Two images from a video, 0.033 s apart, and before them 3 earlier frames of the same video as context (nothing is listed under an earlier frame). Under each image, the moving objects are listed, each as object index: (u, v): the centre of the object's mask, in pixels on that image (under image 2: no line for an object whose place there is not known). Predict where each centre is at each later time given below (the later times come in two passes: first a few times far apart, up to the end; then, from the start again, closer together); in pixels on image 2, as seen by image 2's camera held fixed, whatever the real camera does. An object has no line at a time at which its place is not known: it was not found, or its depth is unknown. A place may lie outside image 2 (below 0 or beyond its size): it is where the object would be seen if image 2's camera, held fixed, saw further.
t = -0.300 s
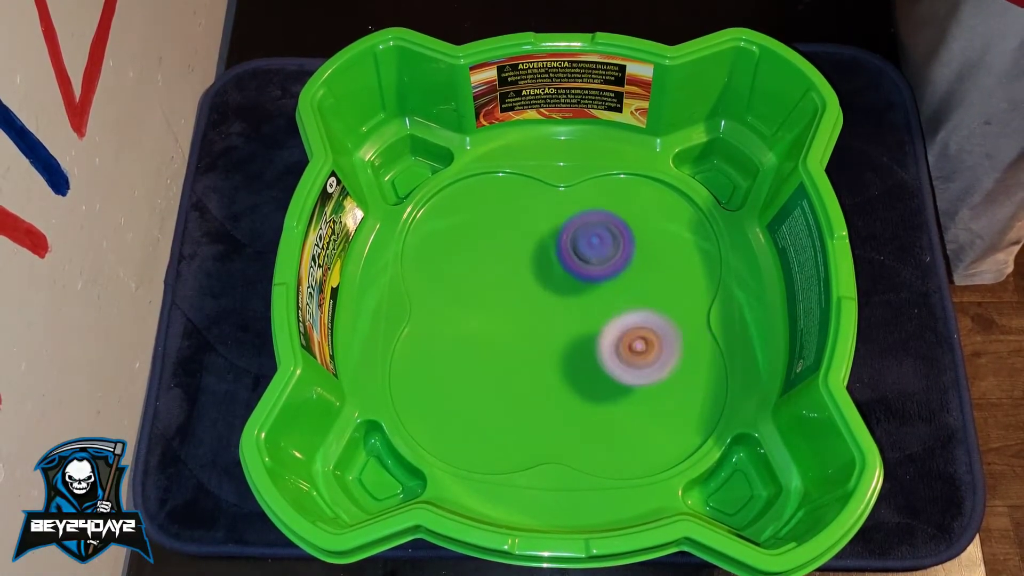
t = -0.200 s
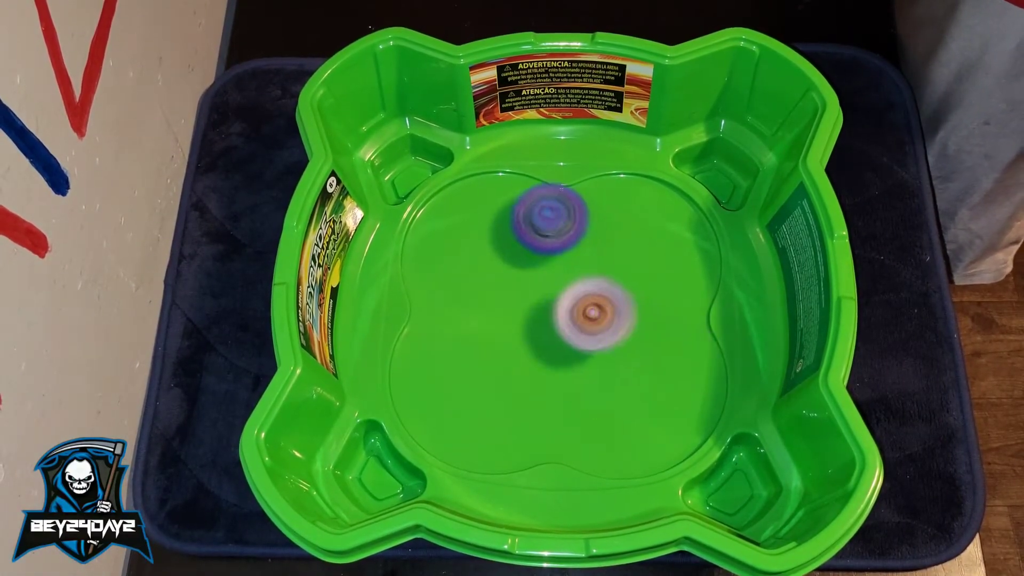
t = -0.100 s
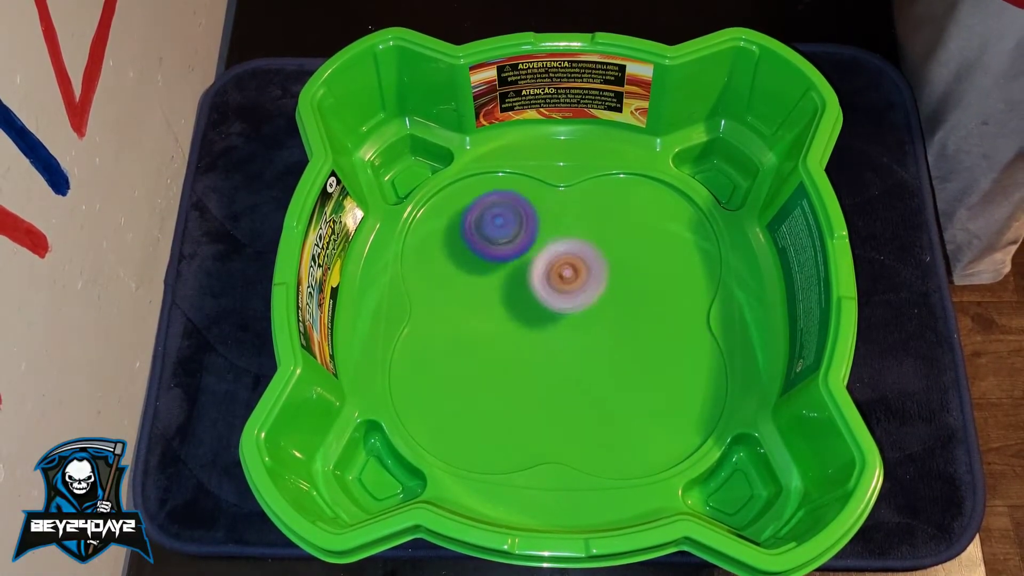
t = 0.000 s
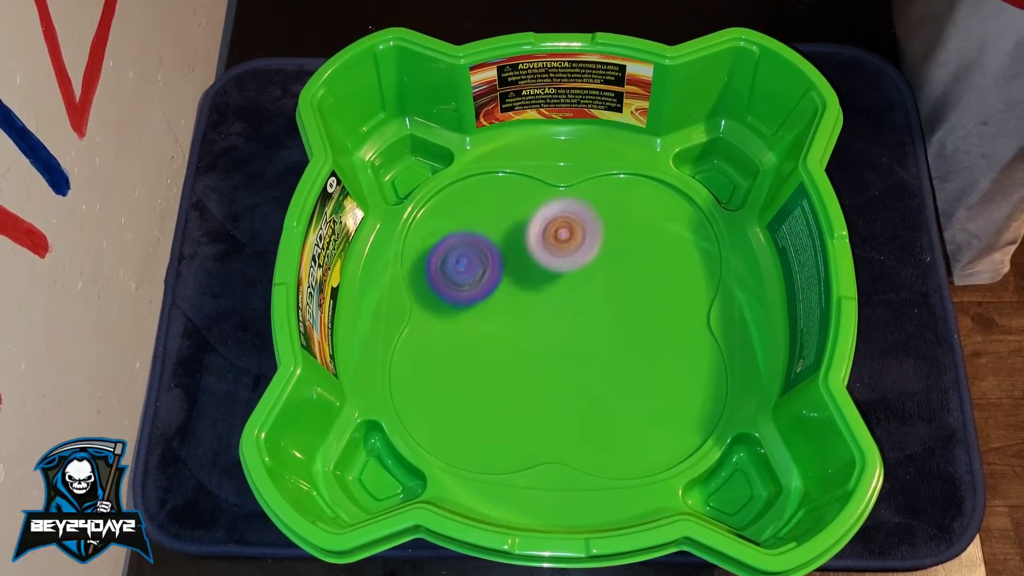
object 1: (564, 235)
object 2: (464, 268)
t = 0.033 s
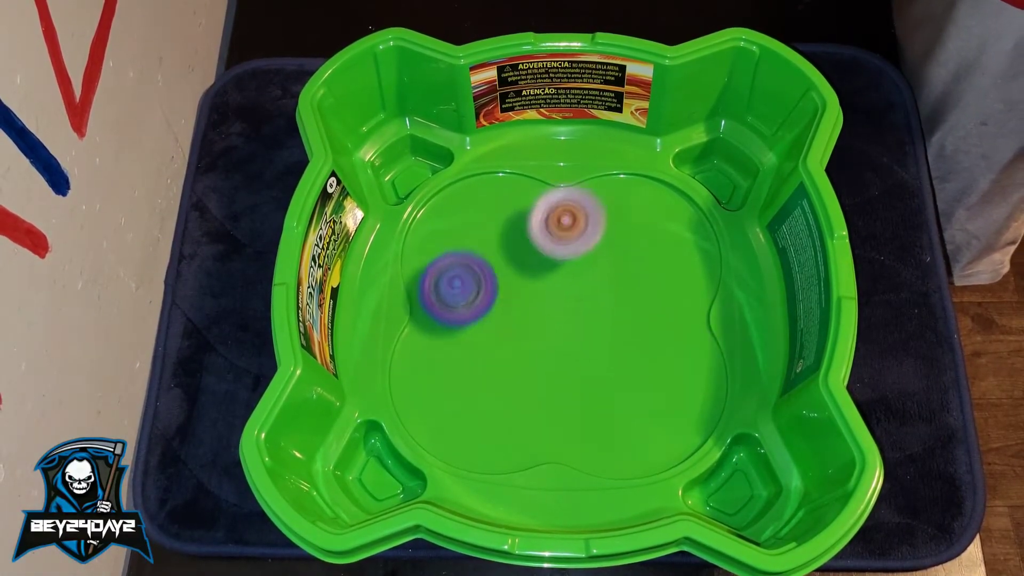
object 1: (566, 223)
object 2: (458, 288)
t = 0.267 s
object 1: (616, 171)
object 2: (519, 422)
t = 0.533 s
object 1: (619, 253)
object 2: (721, 400)
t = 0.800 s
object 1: (514, 339)
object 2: (621, 214)
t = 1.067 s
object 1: (428, 308)
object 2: (461, 224)
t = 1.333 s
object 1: (513, 456)
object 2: (450, 205)
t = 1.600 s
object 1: (652, 366)
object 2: (480, 339)
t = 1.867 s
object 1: (692, 309)
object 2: (618, 365)
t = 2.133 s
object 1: (655, 273)
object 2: (547, 369)
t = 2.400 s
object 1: (592, 250)
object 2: (520, 421)
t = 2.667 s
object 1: (593, 248)
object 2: (572, 419)
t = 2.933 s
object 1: (581, 216)
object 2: (544, 317)
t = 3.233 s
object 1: (511, 182)
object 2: (461, 304)
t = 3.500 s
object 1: (457, 207)
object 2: (439, 343)
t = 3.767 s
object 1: (453, 273)
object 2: (545, 320)
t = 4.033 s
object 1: (506, 341)
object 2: (562, 242)
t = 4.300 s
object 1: (582, 375)
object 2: (523, 194)
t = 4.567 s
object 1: (657, 366)
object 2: (506, 246)
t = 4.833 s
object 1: (688, 314)
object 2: (581, 320)
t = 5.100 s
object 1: (703, 221)
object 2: (422, 363)
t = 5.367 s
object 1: (615, 269)
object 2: (437, 403)
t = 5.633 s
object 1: (566, 356)
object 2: (481, 427)
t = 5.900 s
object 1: (593, 382)
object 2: (504, 405)
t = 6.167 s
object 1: (630, 345)
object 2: (528, 324)
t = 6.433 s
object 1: (595, 294)
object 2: (509, 263)
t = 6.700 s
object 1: (528, 294)
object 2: (483, 228)
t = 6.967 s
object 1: (503, 339)
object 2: (496, 239)
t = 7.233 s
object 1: (551, 362)
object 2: (561, 277)
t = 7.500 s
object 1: (592, 338)
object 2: (627, 269)
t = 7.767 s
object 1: (582, 294)
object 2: (670, 254)
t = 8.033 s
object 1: (539, 281)
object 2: (646, 273)
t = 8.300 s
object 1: (512, 305)
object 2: (602, 327)
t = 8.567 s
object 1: (529, 330)
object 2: (610, 373)
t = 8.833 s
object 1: (558, 307)
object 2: (635, 394)
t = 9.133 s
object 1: (579, 262)
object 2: (587, 352)
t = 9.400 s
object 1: (557, 244)
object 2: (526, 325)
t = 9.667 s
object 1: (553, 264)
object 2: (477, 304)
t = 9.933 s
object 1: (572, 304)
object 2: (464, 279)
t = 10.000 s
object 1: (576, 313)
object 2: (465, 272)
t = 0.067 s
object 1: (570, 210)
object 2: (455, 310)
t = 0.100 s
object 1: (575, 197)
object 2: (456, 332)
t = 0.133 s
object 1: (580, 187)
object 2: (461, 353)
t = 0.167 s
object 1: (586, 176)
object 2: (471, 373)
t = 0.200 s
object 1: (594, 169)
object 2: (484, 392)
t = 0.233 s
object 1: (604, 168)
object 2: (500, 408)
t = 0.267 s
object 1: (616, 171)
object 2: (519, 422)
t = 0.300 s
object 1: (625, 176)
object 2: (542, 432)
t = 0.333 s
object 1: (629, 181)
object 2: (566, 439)
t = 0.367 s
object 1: (632, 187)
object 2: (592, 443)
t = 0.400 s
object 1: (632, 196)
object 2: (618, 443)
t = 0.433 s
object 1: (630, 207)
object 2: (645, 439)
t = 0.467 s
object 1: (628, 221)
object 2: (673, 431)
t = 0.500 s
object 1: (625, 236)
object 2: (700, 418)
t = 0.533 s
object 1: (619, 253)
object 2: (721, 400)
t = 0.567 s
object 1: (611, 269)
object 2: (723, 372)
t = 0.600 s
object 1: (601, 286)
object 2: (719, 346)
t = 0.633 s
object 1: (588, 301)
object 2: (705, 318)
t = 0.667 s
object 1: (575, 314)
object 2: (687, 293)
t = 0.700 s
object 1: (560, 325)
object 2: (672, 269)
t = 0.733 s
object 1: (545, 333)
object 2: (656, 247)
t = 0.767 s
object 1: (529, 338)
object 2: (640, 229)
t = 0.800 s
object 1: (514, 339)
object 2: (621, 214)
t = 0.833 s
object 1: (499, 337)
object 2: (600, 204)
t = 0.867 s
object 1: (485, 333)
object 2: (578, 198)
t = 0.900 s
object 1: (473, 327)
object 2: (555, 197)
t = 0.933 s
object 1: (464, 321)
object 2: (531, 199)
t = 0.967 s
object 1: (455, 313)
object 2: (509, 206)
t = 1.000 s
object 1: (448, 304)
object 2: (488, 216)
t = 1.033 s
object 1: (441, 295)
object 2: (470, 228)
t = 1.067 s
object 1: (428, 308)
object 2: (461, 224)
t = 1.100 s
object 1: (412, 340)
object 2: (461, 207)
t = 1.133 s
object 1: (403, 372)
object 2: (461, 195)
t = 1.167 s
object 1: (408, 398)
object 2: (462, 187)
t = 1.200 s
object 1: (421, 421)
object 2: (462, 183)
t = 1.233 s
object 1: (438, 438)
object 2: (461, 184)
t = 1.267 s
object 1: (462, 451)
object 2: (459, 188)
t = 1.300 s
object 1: (486, 455)
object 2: (455, 195)
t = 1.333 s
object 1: (513, 456)
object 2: (450, 205)
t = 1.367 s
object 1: (538, 447)
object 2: (445, 218)
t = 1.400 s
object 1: (560, 437)
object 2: (441, 234)
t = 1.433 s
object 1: (581, 426)
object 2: (440, 251)
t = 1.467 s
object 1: (599, 413)
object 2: (441, 268)
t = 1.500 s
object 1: (616, 401)
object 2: (446, 286)
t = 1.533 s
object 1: (630, 388)
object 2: (454, 305)
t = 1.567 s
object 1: (642, 377)
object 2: (465, 322)
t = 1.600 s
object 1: (652, 366)
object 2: (480, 339)
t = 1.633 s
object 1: (660, 355)
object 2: (498, 352)
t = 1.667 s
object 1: (665, 347)
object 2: (518, 363)
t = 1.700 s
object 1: (669, 339)
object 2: (540, 370)
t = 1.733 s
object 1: (671, 334)
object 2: (562, 374)
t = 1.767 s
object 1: (671, 329)
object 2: (585, 373)
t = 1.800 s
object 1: (674, 324)
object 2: (602, 370)
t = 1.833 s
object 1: (684, 315)
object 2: (611, 368)
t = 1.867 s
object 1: (692, 309)
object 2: (618, 365)
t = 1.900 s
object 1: (697, 305)
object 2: (626, 358)
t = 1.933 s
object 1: (702, 303)
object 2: (634, 350)
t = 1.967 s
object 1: (705, 301)
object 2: (636, 343)
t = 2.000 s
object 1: (701, 292)
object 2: (615, 348)
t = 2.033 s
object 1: (690, 289)
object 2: (594, 354)
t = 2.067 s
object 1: (678, 282)
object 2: (576, 359)
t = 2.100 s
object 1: (666, 278)
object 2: (560, 364)
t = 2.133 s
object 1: (655, 273)
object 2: (547, 369)
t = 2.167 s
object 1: (645, 266)
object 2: (538, 373)
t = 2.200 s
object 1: (634, 263)
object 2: (530, 378)
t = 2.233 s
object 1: (625, 260)
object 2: (525, 383)
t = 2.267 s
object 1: (617, 256)
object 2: (522, 389)
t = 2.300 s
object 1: (609, 254)
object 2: (520, 395)
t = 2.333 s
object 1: (602, 252)
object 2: (519, 403)
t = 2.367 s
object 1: (596, 251)
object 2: (519, 411)
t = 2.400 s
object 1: (592, 250)
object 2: (520, 421)
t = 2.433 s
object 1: (589, 249)
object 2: (522, 431)
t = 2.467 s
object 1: (587, 249)
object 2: (525, 441)
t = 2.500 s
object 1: (586, 249)
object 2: (530, 447)
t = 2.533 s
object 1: (586, 249)
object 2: (538, 446)
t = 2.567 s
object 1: (587, 249)
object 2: (547, 440)
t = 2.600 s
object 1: (589, 249)
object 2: (558, 434)
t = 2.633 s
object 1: (591, 249)
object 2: (567, 428)
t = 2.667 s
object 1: (593, 248)
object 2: (572, 419)
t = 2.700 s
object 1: (596, 247)
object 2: (575, 408)
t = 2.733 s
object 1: (597, 245)
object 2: (575, 395)
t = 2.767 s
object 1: (598, 243)
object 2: (574, 381)
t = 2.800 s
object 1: (598, 239)
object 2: (571, 366)
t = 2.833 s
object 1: (595, 234)
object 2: (567, 353)
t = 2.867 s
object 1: (592, 229)
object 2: (561, 339)
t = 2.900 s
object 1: (587, 223)
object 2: (553, 327)
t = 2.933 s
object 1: (581, 216)
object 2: (544, 317)
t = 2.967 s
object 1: (575, 209)
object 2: (534, 309)
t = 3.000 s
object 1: (568, 202)
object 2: (524, 303)
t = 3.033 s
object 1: (559, 197)
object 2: (514, 300)
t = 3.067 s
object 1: (552, 192)
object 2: (505, 298)
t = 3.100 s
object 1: (544, 188)
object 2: (495, 297)
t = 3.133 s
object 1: (537, 186)
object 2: (486, 298)
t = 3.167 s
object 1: (529, 183)
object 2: (477, 299)
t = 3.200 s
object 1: (520, 181)
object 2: (469, 301)
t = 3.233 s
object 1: (511, 182)
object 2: (461, 304)
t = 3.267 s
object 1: (503, 182)
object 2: (453, 307)
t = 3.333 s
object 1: (488, 185)
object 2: (440, 314)
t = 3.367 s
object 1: (481, 187)
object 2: (434, 319)
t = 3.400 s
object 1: (474, 190)
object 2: (430, 326)
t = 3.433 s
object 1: (467, 195)
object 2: (430, 332)
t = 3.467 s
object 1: (461, 201)
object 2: (432, 338)
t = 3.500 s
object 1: (457, 207)
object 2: (439, 343)
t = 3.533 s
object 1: (454, 214)
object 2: (449, 346)
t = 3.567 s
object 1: (451, 221)
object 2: (461, 348)
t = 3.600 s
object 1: (449, 228)
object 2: (475, 348)
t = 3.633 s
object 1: (448, 236)
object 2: (490, 346)
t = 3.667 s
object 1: (447, 245)
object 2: (505, 342)
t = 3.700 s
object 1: (448, 254)
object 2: (519, 336)
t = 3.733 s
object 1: (450, 264)
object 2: (533, 329)
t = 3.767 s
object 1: (453, 273)
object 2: (545, 320)
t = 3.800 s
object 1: (458, 282)
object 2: (554, 311)
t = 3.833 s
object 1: (463, 292)
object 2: (561, 300)
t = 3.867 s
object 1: (468, 300)
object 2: (566, 289)
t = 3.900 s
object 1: (475, 309)
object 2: (568, 279)
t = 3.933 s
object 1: (482, 317)
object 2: (569, 269)
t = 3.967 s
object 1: (489, 326)
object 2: (568, 260)
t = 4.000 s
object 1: (497, 334)
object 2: (566, 250)
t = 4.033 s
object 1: (506, 341)
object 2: (562, 242)
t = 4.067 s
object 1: (515, 347)
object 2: (559, 234)
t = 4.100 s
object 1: (524, 352)
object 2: (555, 227)
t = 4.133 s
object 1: (534, 357)
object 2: (551, 221)
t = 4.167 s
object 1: (543, 362)
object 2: (546, 214)
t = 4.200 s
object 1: (553, 366)
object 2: (541, 208)
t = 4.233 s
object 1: (562, 369)
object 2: (536, 203)
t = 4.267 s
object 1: (572, 372)
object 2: (529, 197)
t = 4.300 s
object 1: (582, 375)
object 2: (523, 194)
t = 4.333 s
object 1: (593, 377)
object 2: (516, 192)
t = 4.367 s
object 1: (603, 378)
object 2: (510, 193)
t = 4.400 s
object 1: (614, 378)
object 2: (505, 197)
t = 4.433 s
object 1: (623, 377)
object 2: (503, 204)
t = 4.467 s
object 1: (632, 375)
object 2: (501, 212)
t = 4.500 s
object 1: (641, 373)
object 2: (501, 222)
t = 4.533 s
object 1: (650, 369)
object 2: (503, 234)
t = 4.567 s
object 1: (657, 366)
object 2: (506, 246)
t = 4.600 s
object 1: (664, 361)
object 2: (511, 258)
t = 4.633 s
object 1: (671, 355)
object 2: (517, 271)
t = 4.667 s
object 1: (676, 349)
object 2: (525, 283)
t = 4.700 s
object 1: (680, 343)
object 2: (535, 294)
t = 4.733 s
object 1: (684, 336)
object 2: (545, 304)
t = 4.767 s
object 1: (686, 329)
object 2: (557, 312)
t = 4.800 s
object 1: (688, 322)
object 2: (569, 317)
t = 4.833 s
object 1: (688, 314)
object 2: (581, 320)
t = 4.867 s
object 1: (687, 307)
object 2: (592, 321)
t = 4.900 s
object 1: (685, 299)
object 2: (602, 320)
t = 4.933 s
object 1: (709, 281)
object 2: (579, 327)
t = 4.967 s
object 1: (728, 253)
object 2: (540, 337)
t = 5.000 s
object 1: (739, 232)
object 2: (503, 345)
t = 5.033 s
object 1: (730, 224)
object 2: (472, 351)
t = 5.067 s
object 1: (715, 219)
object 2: (445, 357)
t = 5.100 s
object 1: (703, 221)
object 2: (422, 363)
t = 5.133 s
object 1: (687, 224)
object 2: (404, 368)
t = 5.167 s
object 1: (674, 229)
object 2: (390, 375)
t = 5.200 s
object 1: (661, 234)
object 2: (391, 378)
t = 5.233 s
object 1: (650, 238)
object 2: (399, 385)
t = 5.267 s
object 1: (642, 245)
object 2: (408, 389)
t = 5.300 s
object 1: (633, 253)
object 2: (418, 394)
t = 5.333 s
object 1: (625, 261)
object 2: (428, 398)
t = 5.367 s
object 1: (615, 269)
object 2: (437, 403)
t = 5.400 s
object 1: (609, 277)
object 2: (447, 406)
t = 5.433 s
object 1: (603, 289)
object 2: (456, 410)
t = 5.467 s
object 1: (596, 298)
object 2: (464, 413)
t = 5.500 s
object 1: (590, 311)
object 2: (470, 415)
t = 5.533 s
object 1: (581, 322)
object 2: (474, 418)
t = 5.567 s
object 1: (576, 333)
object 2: (477, 421)
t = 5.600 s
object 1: (571, 346)
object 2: (479, 424)
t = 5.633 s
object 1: (566, 356)
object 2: (481, 427)
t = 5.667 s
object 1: (562, 365)
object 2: (484, 429)
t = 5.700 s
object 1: (561, 371)
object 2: (489, 429)
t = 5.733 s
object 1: (561, 379)
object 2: (495, 427)
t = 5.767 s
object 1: (569, 381)
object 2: (495, 427)
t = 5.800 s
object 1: (576, 381)
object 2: (495, 424)
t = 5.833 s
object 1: (581, 381)
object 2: (498, 419)
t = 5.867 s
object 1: (587, 382)
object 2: (501, 413)
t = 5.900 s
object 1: (593, 382)
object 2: (504, 405)
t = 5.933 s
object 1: (599, 381)
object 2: (508, 397)
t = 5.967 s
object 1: (604, 379)
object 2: (511, 388)
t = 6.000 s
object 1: (610, 375)
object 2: (515, 378)
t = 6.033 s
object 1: (616, 371)
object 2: (519, 368)
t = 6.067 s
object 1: (621, 366)
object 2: (522, 356)
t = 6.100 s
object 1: (625, 359)
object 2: (525, 346)
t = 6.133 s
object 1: (627, 352)
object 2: (526, 334)
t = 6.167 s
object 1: (630, 345)
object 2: (528, 324)
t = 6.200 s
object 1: (628, 338)
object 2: (527, 314)
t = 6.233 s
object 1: (627, 329)
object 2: (526, 304)
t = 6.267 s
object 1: (624, 322)
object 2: (524, 296)
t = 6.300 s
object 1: (621, 316)
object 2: (521, 289)
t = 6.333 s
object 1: (614, 309)
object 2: (518, 281)
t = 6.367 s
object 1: (609, 303)
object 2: (515, 275)
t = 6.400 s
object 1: (602, 297)
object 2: (512, 269)
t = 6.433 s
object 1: (595, 294)
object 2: (509, 263)
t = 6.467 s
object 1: (586, 291)
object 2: (505, 258)
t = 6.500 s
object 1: (577, 288)
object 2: (501, 252)
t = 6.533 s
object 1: (569, 286)
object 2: (498, 248)
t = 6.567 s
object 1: (560, 287)
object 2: (494, 244)
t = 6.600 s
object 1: (551, 287)
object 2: (491, 239)
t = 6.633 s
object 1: (542, 287)
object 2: (488, 235)
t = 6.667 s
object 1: (535, 290)
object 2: (485, 232)
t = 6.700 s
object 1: (528, 294)
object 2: (483, 228)
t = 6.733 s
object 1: (520, 298)
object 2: (481, 226)
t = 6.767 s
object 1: (516, 301)
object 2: (480, 224)
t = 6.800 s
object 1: (511, 307)
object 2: (481, 224)
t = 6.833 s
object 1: (507, 314)
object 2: (481, 225)
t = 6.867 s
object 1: (504, 318)
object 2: (483, 227)
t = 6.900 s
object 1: (503, 325)
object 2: (487, 230)
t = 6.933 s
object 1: (503, 332)
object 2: (491, 234)
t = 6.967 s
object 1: (503, 339)
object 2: (496, 239)
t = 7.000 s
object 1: (507, 344)
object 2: (502, 244)
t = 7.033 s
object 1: (510, 350)
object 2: (509, 250)
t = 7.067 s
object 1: (516, 355)
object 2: (516, 255)
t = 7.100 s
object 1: (521, 358)
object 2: (524, 260)
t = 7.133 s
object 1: (528, 361)
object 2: (534, 266)
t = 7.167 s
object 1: (536, 363)
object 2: (542, 270)
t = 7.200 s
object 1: (542, 363)
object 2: (551, 273)
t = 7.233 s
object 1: (551, 362)
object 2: (561, 277)
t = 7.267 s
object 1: (559, 359)
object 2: (569, 279)
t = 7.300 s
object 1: (564, 356)
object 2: (578, 281)
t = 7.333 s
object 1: (573, 353)
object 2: (587, 279)
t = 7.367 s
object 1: (575, 352)
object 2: (596, 278)
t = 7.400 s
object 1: (579, 350)
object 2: (604, 277)
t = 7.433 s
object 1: (585, 345)
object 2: (611, 275)
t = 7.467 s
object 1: (589, 342)
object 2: (620, 271)
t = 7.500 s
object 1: (592, 338)
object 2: (627, 269)
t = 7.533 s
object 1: (593, 332)
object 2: (634, 267)
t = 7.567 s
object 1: (594, 326)
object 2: (640, 264)
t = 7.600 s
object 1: (594, 321)
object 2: (646, 262)
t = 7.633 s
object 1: (593, 315)
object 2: (651, 260)
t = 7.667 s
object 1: (591, 309)
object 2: (657, 258)
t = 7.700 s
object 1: (590, 304)
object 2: (662, 256)
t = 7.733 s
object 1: (586, 299)
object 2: (667, 255)
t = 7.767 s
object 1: (582, 294)
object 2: (670, 254)
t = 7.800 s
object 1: (578, 291)
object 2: (671, 254)
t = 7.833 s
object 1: (572, 288)
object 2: (671, 254)
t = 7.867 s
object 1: (567, 283)
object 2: (670, 255)
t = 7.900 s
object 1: (562, 283)
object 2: (668, 257)
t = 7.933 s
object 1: (556, 281)
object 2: (663, 260)
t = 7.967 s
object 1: (550, 279)
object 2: (658, 263)
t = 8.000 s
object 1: (545, 280)
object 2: (652, 267)
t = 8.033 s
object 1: (539, 281)
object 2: (646, 273)
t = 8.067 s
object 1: (534, 281)
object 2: (638, 278)
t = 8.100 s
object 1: (529, 284)
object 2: (631, 285)
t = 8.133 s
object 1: (525, 288)
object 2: (623, 291)
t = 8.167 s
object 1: (523, 289)
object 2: (616, 297)
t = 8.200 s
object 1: (521, 294)
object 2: (610, 304)
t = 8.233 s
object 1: (518, 299)
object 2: (604, 311)
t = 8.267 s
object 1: (516, 301)
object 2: (601, 319)
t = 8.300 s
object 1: (512, 305)
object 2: (602, 327)
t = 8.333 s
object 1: (510, 310)
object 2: (602, 334)
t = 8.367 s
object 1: (512, 314)
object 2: (602, 340)
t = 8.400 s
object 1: (513, 318)
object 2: (603, 346)
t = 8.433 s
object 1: (515, 322)
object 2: (604, 352)
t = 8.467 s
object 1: (520, 325)
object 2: (604, 357)
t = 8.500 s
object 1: (524, 328)
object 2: (606, 362)
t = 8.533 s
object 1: (527, 330)
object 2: (607, 367)
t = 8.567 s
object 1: (529, 330)
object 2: (610, 373)
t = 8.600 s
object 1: (530, 328)
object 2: (616, 380)
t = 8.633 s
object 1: (532, 326)
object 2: (620, 386)
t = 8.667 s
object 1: (537, 324)
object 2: (625, 390)
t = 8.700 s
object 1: (541, 322)
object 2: (628, 394)
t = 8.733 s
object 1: (546, 318)
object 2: (632, 396)
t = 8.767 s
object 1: (550, 315)
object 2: (634, 397)
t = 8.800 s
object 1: (554, 311)
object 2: (636, 397)
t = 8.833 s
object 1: (558, 307)
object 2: (635, 394)
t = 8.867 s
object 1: (562, 303)
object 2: (635, 391)
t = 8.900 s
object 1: (565, 300)
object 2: (632, 387)
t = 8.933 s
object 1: (568, 296)
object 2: (627, 382)
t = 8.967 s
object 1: (572, 292)
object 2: (622, 375)
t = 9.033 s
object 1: (576, 284)
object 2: (609, 362)
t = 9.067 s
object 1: (578, 281)
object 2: (602, 356)
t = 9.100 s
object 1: (577, 273)
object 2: (595, 355)
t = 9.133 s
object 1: (579, 262)
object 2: (587, 352)
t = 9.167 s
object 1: (577, 257)
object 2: (578, 348)
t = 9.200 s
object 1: (576, 253)
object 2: (570, 344)
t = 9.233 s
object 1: (574, 250)
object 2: (562, 340)
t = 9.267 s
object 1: (571, 246)
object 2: (553, 336)
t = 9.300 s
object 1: (569, 244)
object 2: (546, 333)
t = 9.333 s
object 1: (565, 243)
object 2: (538, 330)
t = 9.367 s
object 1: (559, 242)
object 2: (532, 327)
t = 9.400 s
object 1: (557, 244)
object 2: (526, 325)
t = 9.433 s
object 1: (552, 247)
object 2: (520, 322)
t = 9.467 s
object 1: (550, 248)
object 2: (514, 320)
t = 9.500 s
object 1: (547, 251)
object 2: (508, 318)
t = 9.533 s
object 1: (543, 255)
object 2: (503, 314)
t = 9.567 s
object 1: (545, 256)
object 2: (496, 312)
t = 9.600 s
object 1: (550, 258)
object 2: (488, 311)
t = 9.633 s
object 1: (550, 260)
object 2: (482, 308)
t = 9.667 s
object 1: (553, 264)
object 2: (477, 304)
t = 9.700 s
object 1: (555, 270)
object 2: (474, 302)
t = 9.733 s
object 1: (557, 274)
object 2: (471, 299)
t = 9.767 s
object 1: (560, 279)
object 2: (469, 296)
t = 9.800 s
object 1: (561, 285)
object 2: (467, 293)
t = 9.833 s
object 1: (564, 289)
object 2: (465, 289)
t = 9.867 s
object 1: (567, 295)
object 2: (464, 286)
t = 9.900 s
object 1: (568, 300)
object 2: (464, 282)
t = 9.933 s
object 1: (572, 304)
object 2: (464, 279)
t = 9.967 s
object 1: (575, 309)
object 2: (464, 275)
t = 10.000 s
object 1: (576, 313)
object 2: (465, 272)
